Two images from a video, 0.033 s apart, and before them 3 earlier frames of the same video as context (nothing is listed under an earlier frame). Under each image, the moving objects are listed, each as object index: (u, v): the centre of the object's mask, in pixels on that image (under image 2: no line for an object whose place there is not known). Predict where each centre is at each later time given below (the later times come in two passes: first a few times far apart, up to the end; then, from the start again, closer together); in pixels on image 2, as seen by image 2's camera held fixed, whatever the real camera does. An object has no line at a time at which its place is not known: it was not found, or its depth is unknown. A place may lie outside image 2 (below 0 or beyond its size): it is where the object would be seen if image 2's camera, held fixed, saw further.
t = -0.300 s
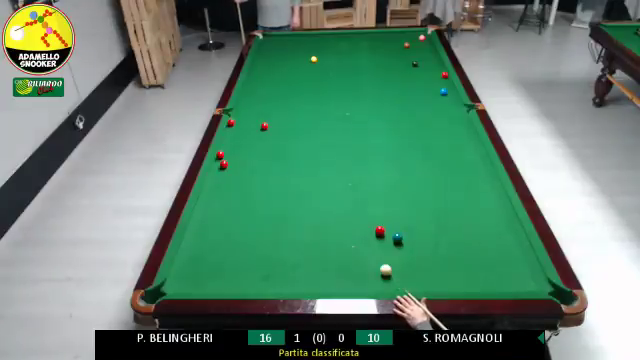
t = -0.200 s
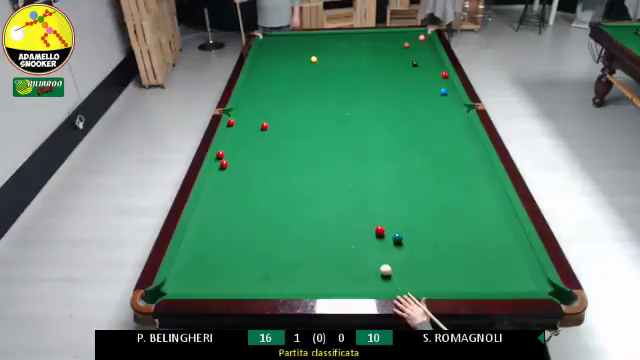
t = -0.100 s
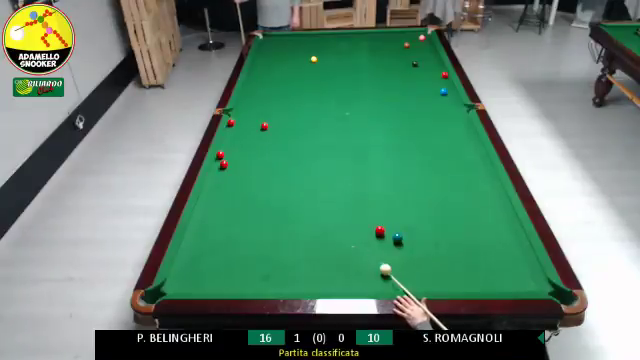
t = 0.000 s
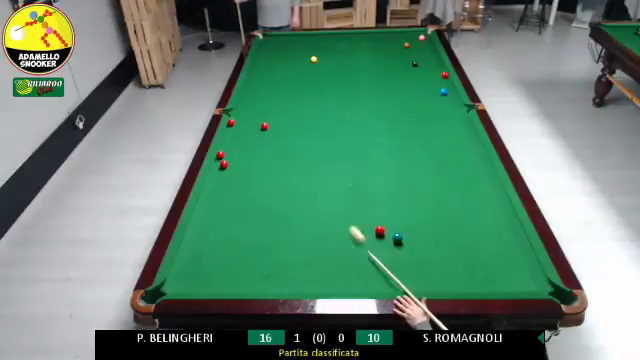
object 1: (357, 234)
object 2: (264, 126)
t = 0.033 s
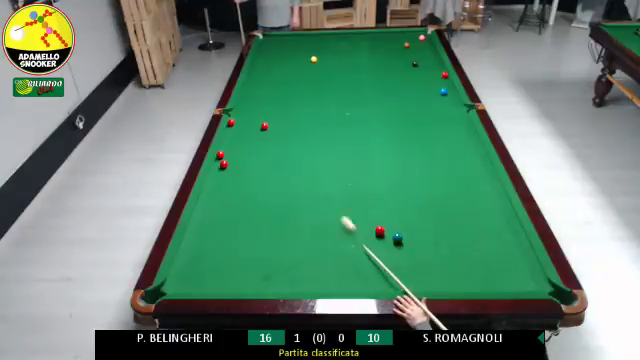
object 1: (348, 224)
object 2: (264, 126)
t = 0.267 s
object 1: (300, 168)
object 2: (264, 126)
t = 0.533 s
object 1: (268, 129)
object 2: (262, 125)
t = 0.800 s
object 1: (267, 122)
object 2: (239, 103)
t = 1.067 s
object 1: (265, 113)
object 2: (255, 90)
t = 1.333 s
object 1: (262, 105)
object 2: (270, 78)
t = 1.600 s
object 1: (260, 98)
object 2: (284, 68)
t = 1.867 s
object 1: (258, 91)
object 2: (295, 58)
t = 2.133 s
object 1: (257, 86)
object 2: (306, 50)
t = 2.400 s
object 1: (256, 81)
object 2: (315, 43)
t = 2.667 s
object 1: (255, 76)
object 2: (324, 36)
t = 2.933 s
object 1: (254, 72)
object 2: (330, 36)
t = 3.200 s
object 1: (253, 69)
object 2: (335, 40)
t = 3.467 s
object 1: (252, 66)
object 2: (341, 44)
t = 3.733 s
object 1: (252, 63)
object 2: (345, 48)
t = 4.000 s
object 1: (254, 62)
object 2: (350, 52)
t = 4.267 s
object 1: (255, 60)
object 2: (355, 55)
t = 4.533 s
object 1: (256, 59)
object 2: (359, 59)
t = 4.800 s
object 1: (257, 57)
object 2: (363, 62)
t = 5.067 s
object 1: (258, 57)
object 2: (367, 66)
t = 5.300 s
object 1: (258, 56)
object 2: (370, 68)
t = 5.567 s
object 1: (258, 56)
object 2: (374, 71)
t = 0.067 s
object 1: (339, 213)
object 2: (264, 126)
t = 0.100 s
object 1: (332, 204)
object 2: (264, 126)
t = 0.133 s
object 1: (325, 196)
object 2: (264, 126)
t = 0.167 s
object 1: (318, 188)
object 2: (264, 126)
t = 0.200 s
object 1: (312, 181)
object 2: (264, 126)
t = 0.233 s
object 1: (306, 174)
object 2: (264, 126)
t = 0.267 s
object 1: (300, 168)
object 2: (264, 126)
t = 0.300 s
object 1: (295, 162)
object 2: (264, 126)
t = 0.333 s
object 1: (291, 156)
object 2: (264, 126)
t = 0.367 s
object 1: (287, 151)
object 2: (264, 126)
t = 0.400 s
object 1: (282, 146)
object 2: (264, 126)
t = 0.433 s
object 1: (278, 142)
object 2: (264, 126)
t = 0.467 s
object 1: (275, 137)
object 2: (264, 126)
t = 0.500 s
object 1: (271, 133)
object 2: (264, 126)
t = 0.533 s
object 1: (268, 129)
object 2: (262, 125)
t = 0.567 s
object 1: (267, 128)
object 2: (260, 122)
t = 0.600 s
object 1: (268, 128)
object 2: (256, 119)
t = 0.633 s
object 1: (268, 127)
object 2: (253, 116)
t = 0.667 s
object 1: (268, 126)
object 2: (250, 113)
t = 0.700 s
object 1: (268, 125)
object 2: (247, 110)
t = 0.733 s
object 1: (268, 124)
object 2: (244, 108)
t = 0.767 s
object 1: (268, 123)
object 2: (242, 105)
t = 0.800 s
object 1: (267, 122)
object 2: (239, 103)
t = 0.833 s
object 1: (267, 121)
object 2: (239, 101)
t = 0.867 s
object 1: (266, 120)
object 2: (242, 99)
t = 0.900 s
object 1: (266, 118)
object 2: (244, 98)
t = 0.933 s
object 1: (266, 117)
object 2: (247, 96)
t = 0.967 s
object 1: (266, 116)
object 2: (249, 94)
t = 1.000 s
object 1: (265, 115)
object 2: (251, 93)
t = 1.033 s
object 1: (265, 114)
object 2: (253, 91)
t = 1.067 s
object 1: (265, 113)
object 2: (255, 90)
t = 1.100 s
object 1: (264, 112)
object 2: (257, 88)
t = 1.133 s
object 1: (264, 111)
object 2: (259, 87)
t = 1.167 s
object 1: (264, 110)
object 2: (261, 85)
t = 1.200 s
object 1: (263, 109)
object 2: (263, 83)
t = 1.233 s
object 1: (263, 108)
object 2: (265, 82)
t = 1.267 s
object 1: (263, 107)
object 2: (266, 81)
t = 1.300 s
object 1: (263, 106)
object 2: (268, 79)
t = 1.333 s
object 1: (262, 105)
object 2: (270, 78)
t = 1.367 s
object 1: (262, 104)
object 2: (272, 76)
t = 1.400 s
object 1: (262, 103)
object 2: (274, 75)
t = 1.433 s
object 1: (262, 102)
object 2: (276, 74)
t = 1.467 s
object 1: (261, 101)
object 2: (278, 73)
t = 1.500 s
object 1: (261, 100)
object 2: (279, 71)
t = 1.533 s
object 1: (261, 99)
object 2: (280, 70)
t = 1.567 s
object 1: (260, 98)
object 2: (282, 69)
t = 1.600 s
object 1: (260, 98)
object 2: (284, 68)
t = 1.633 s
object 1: (260, 97)
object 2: (285, 67)
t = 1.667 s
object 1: (260, 96)
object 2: (286, 66)
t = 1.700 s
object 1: (259, 95)
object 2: (288, 65)
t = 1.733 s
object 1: (260, 94)
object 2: (290, 63)
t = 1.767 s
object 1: (259, 94)
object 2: (291, 62)
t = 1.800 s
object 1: (259, 93)
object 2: (292, 61)
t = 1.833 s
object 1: (259, 92)
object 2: (294, 59)
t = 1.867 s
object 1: (258, 91)
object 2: (295, 58)
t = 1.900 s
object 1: (259, 91)
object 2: (297, 58)
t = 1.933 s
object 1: (258, 90)
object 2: (298, 57)
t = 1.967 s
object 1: (258, 89)
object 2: (299, 55)
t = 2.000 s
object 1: (258, 89)
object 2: (301, 54)
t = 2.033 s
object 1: (258, 88)
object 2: (302, 53)
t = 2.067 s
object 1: (257, 87)
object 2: (303, 53)
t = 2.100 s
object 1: (257, 86)
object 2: (305, 51)
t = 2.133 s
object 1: (257, 86)
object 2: (306, 50)
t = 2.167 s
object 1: (257, 85)
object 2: (307, 50)
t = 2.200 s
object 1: (257, 85)
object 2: (308, 49)
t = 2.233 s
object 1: (257, 84)
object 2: (310, 47)
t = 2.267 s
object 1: (256, 83)
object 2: (310, 46)
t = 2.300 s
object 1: (256, 82)
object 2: (312, 46)
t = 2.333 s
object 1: (256, 82)
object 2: (313, 45)
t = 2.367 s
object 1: (256, 82)
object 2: (314, 44)
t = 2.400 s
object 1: (256, 81)
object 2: (315, 43)
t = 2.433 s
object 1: (256, 80)
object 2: (316, 42)
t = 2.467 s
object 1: (256, 80)
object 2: (317, 41)
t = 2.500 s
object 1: (256, 79)
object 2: (318, 41)
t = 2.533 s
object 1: (255, 78)
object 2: (319, 39)
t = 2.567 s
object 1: (255, 78)
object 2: (320, 39)
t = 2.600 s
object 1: (255, 77)
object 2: (321, 38)
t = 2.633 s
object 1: (255, 77)
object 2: (322, 37)
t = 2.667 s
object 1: (255, 76)
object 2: (324, 36)
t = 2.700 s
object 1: (255, 76)
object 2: (324, 36)
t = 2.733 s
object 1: (255, 75)
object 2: (325, 34)
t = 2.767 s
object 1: (255, 75)
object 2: (326, 34)
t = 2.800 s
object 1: (255, 74)
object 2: (327, 34)
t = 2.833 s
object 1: (254, 74)
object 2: (328, 34)
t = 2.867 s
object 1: (254, 73)
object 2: (329, 35)
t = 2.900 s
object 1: (254, 73)
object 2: (329, 36)
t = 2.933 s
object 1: (254, 72)
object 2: (330, 36)
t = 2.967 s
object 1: (254, 72)
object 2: (331, 37)
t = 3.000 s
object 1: (254, 71)
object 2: (331, 37)
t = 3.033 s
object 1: (254, 71)
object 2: (332, 37)
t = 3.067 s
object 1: (254, 71)
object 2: (333, 38)
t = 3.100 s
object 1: (254, 70)
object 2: (333, 38)
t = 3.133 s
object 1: (253, 70)
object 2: (333, 39)
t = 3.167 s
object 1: (253, 69)
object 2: (334, 40)
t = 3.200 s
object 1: (253, 69)
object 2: (335, 40)
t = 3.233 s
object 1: (253, 69)
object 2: (336, 40)
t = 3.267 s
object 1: (253, 68)
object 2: (336, 42)
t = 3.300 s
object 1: (253, 68)
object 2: (337, 42)
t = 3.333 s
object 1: (253, 68)
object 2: (337, 42)
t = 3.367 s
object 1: (253, 67)
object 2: (338, 43)
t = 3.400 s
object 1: (253, 67)
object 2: (338, 43)
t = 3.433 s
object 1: (252, 66)
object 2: (339, 43)
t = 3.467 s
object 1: (252, 66)
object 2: (341, 44)
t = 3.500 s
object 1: (252, 66)
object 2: (341, 44)
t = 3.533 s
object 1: (252, 65)
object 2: (342, 45)
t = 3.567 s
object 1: (252, 65)
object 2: (343, 46)
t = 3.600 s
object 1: (252, 65)
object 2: (343, 46)
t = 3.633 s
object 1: (252, 64)
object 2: (343, 46)
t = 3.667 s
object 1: (252, 64)
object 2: (344, 47)
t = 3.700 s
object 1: (252, 64)
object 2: (345, 47)
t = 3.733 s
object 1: (252, 63)
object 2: (345, 48)
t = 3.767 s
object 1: (252, 63)
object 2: (346, 49)
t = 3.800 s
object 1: (253, 63)
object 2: (346, 49)
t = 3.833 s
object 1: (253, 63)
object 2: (347, 49)
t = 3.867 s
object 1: (253, 62)
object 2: (348, 50)
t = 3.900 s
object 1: (253, 62)
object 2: (348, 50)
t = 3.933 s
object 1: (254, 62)
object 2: (348, 51)
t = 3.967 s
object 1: (254, 62)
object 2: (350, 52)
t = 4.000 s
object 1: (254, 62)
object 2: (350, 52)
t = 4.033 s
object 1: (254, 61)
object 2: (351, 53)
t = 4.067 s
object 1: (254, 61)
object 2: (351, 53)
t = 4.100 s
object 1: (254, 61)
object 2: (352, 53)
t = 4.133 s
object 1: (255, 61)
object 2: (352, 54)
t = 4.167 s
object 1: (255, 61)
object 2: (353, 54)
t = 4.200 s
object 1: (255, 60)
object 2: (353, 54)
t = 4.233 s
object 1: (255, 60)
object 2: (354, 55)
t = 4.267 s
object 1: (255, 60)
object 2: (355, 55)
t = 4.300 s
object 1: (255, 60)
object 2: (355, 56)
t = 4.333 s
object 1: (255, 59)
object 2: (356, 56)
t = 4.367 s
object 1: (255, 59)
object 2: (356, 57)
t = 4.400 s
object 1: (256, 59)
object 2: (357, 57)
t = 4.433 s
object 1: (256, 59)
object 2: (357, 58)
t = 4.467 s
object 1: (256, 59)
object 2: (358, 58)
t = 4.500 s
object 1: (256, 59)
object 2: (358, 59)
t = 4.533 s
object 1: (256, 59)
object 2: (359, 59)
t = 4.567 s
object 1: (256, 58)
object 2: (359, 60)
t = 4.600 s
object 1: (256, 58)
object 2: (360, 60)
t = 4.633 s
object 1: (256, 58)
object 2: (361, 60)
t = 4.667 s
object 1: (256, 58)
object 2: (361, 61)
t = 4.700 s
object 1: (257, 58)
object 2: (361, 61)
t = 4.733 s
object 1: (257, 58)
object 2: (362, 62)
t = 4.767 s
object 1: (257, 57)
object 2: (363, 62)
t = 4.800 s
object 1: (257, 57)
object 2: (363, 62)
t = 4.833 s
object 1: (257, 57)
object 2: (363, 63)
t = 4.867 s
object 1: (257, 57)
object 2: (364, 63)
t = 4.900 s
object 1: (257, 57)
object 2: (364, 64)
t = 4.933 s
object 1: (257, 57)
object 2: (365, 64)
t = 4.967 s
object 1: (257, 57)
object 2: (365, 65)
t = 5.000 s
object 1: (257, 57)
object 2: (366, 65)
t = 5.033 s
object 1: (258, 57)
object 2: (366, 65)
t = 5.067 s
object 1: (258, 57)
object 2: (367, 66)
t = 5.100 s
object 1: (258, 57)
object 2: (367, 66)
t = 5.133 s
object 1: (258, 57)
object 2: (368, 66)
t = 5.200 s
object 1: (258, 57)
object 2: (369, 67)
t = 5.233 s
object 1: (258, 56)
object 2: (369, 68)
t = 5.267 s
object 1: (258, 57)
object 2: (370, 68)
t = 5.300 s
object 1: (258, 56)
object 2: (370, 68)
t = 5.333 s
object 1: (258, 56)
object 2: (370, 69)
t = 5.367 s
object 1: (258, 56)
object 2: (371, 69)
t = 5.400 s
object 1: (258, 56)
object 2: (372, 69)
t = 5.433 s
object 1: (258, 56)
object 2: (372, 69)
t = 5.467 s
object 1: (258, 56)
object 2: (372, 70)
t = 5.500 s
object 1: (258, 56)
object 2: (373, 70)
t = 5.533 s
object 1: (258, 56)
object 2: (373, 71)
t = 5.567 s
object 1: (258, 56)
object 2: (374, 71)
